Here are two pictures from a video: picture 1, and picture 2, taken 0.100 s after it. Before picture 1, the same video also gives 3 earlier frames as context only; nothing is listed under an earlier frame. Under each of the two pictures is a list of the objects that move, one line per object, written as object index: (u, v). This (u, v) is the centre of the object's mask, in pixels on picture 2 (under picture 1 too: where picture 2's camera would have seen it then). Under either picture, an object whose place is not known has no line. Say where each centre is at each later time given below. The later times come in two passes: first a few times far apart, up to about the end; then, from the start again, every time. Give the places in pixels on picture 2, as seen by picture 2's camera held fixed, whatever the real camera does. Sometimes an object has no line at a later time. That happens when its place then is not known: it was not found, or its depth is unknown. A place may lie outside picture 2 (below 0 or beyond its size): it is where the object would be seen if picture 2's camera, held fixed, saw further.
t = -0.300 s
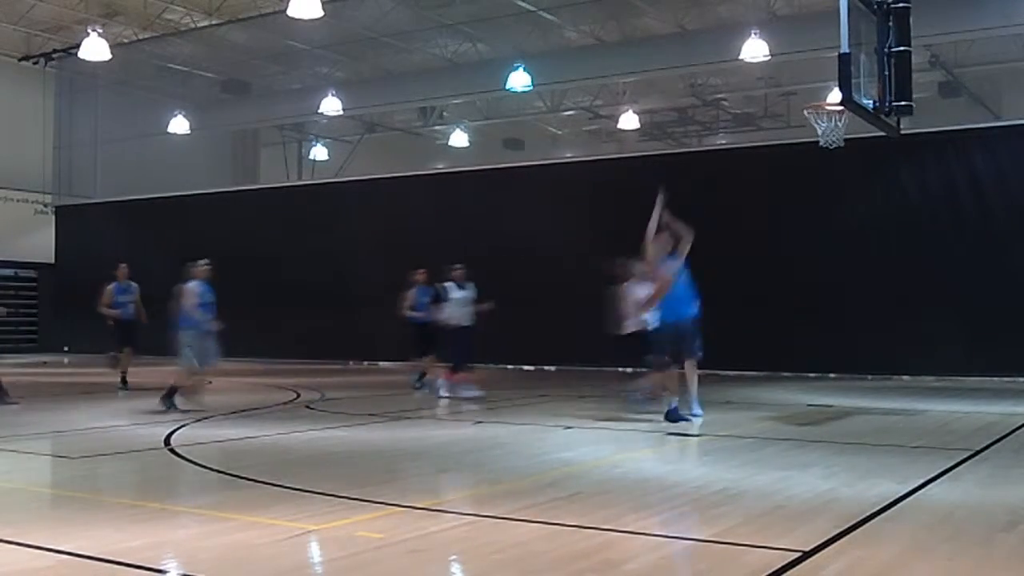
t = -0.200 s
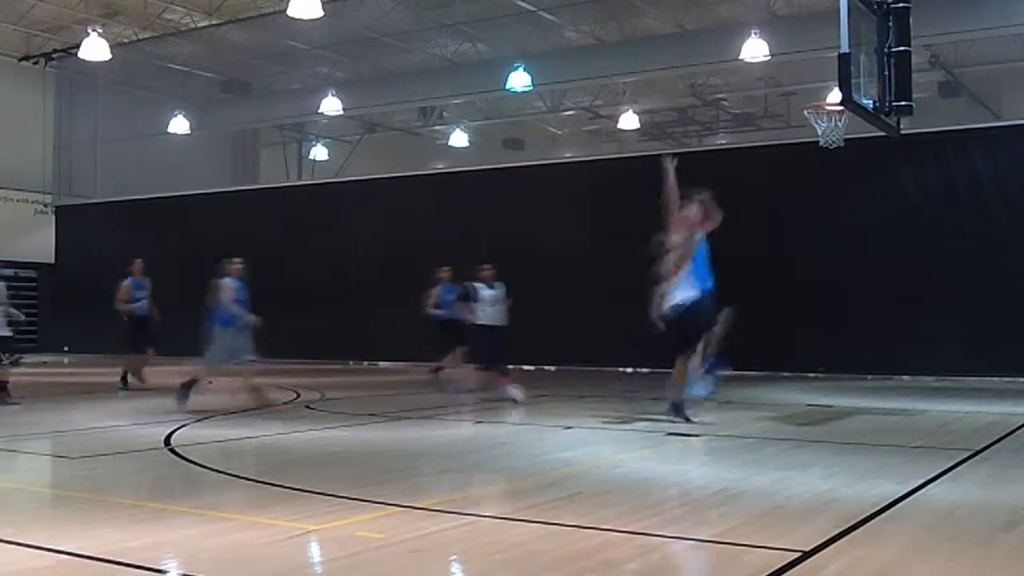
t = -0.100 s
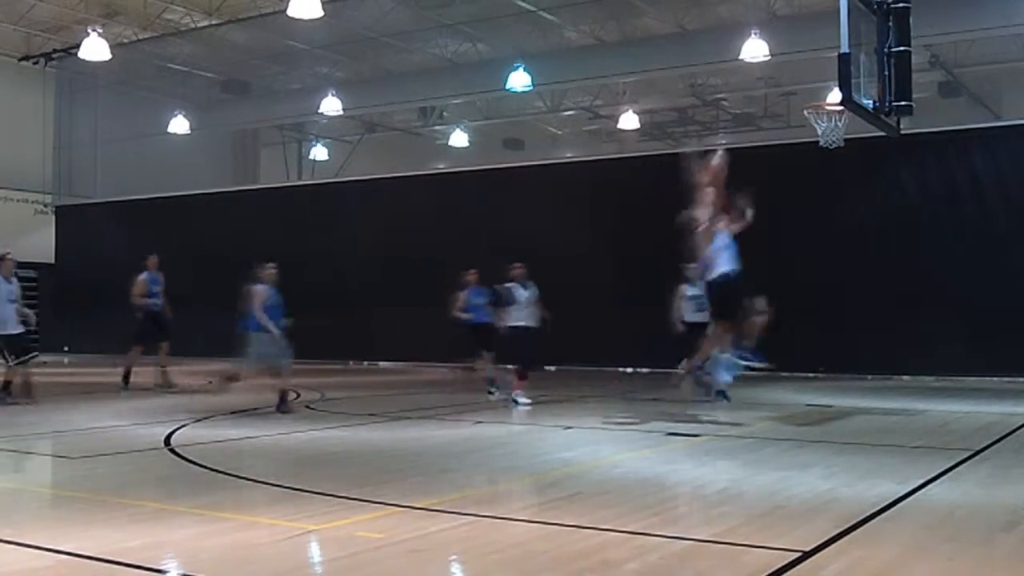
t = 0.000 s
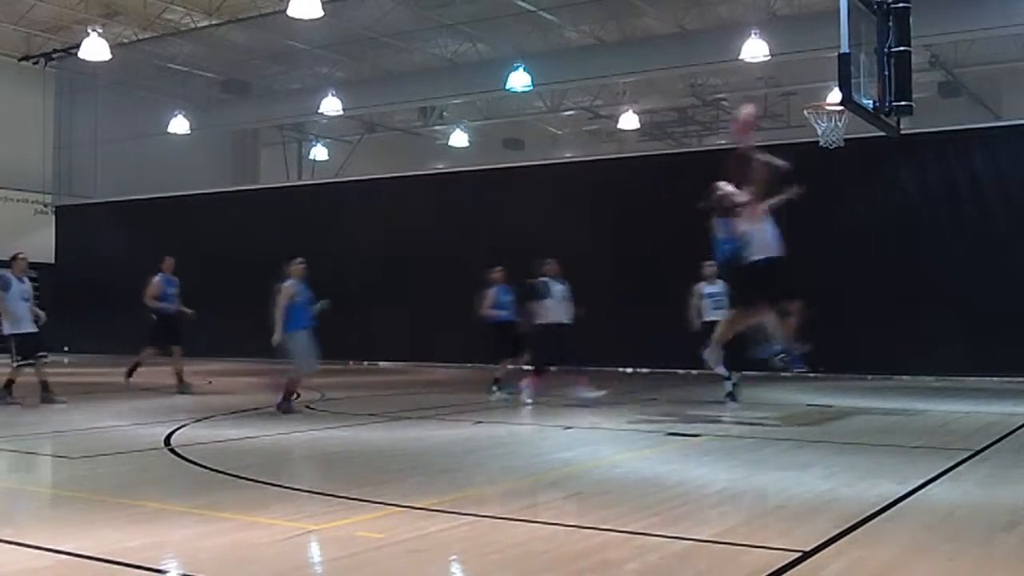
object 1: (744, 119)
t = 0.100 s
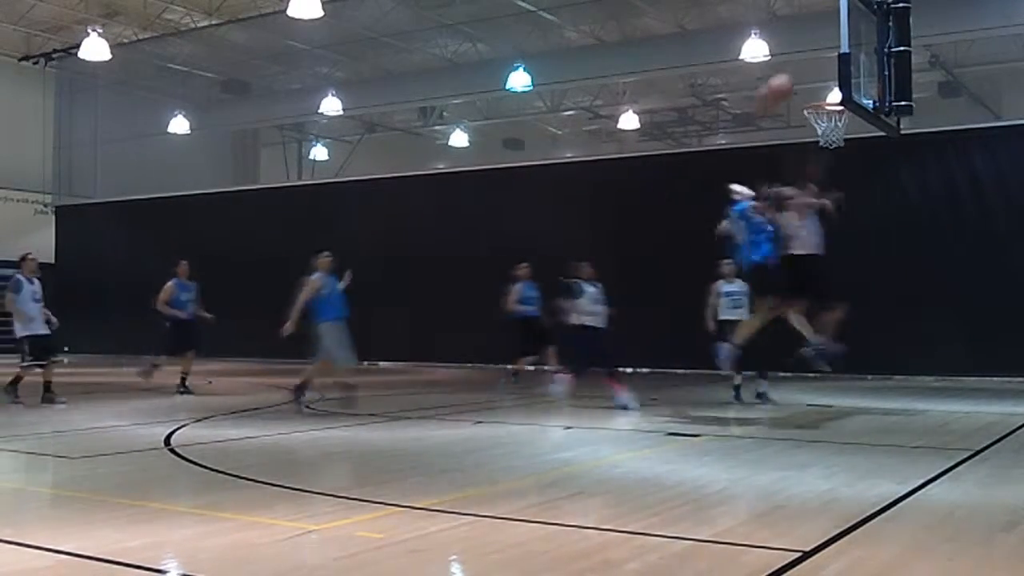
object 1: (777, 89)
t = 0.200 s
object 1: (811, 68)
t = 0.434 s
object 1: (800, 75)
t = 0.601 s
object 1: (769, 115)
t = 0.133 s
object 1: (787, 81)
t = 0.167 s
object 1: (801, 73)
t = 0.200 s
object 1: (811, 68)
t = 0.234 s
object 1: (823, 64)
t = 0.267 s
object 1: (828, 62)
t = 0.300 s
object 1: (825, 62)
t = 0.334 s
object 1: (819, 64)
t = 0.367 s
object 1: (813, 65)
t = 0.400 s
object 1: (806, 70)
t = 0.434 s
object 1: (800, 75)
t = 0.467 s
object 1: (794, 82)
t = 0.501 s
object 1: (787, 88)
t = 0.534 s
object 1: (781, 98)
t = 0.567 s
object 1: (776, 106)
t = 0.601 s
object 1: (769, 115)
